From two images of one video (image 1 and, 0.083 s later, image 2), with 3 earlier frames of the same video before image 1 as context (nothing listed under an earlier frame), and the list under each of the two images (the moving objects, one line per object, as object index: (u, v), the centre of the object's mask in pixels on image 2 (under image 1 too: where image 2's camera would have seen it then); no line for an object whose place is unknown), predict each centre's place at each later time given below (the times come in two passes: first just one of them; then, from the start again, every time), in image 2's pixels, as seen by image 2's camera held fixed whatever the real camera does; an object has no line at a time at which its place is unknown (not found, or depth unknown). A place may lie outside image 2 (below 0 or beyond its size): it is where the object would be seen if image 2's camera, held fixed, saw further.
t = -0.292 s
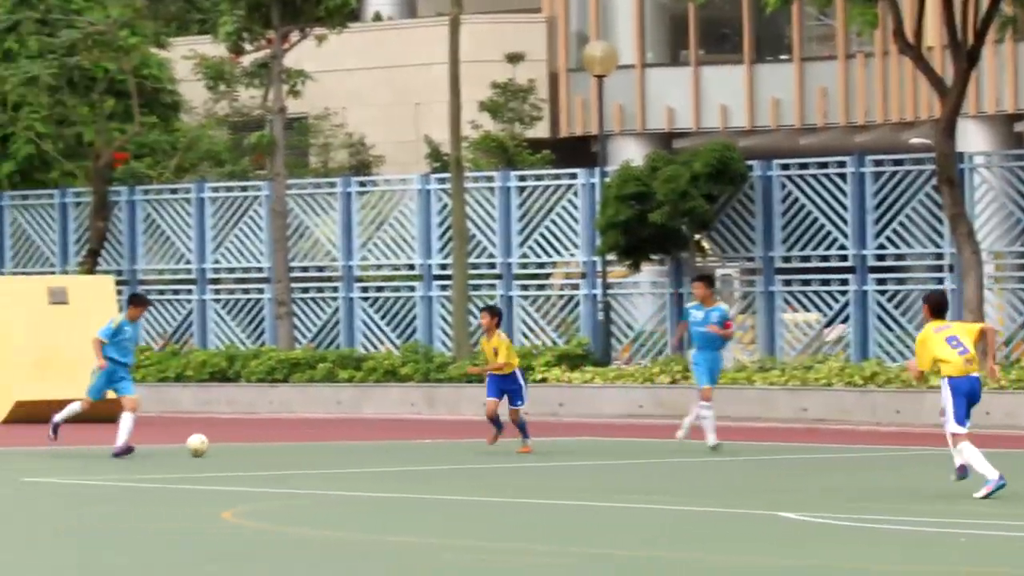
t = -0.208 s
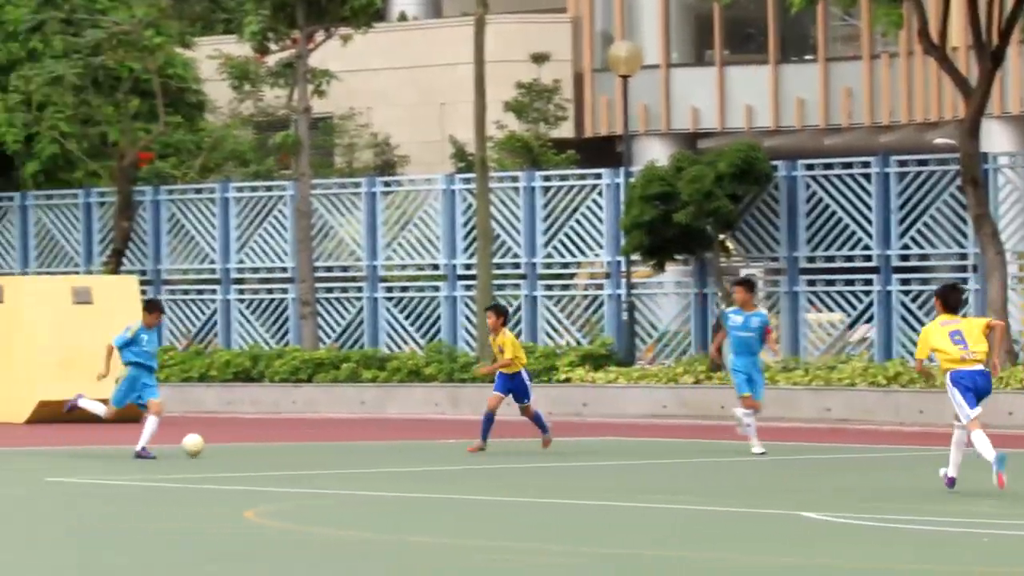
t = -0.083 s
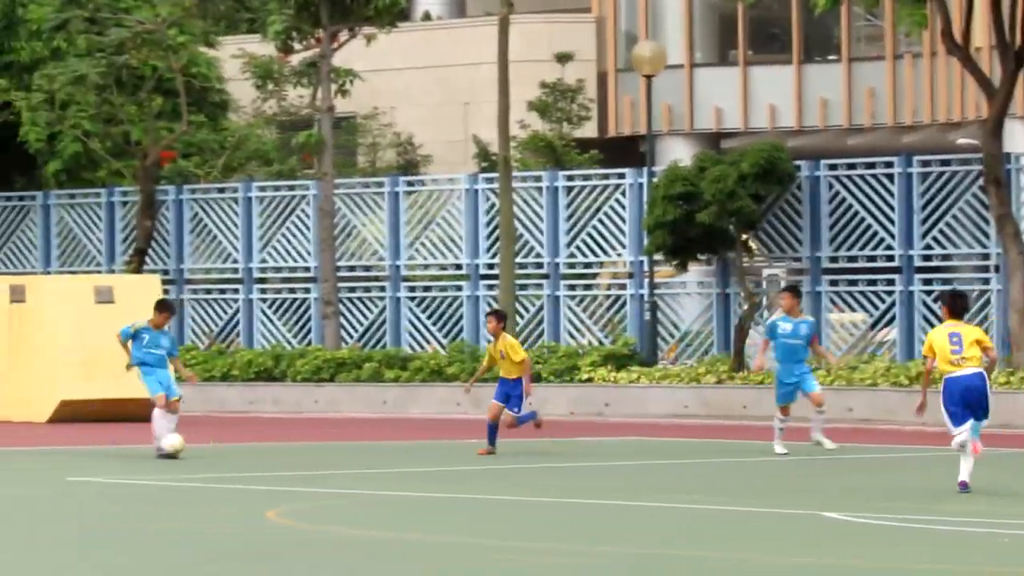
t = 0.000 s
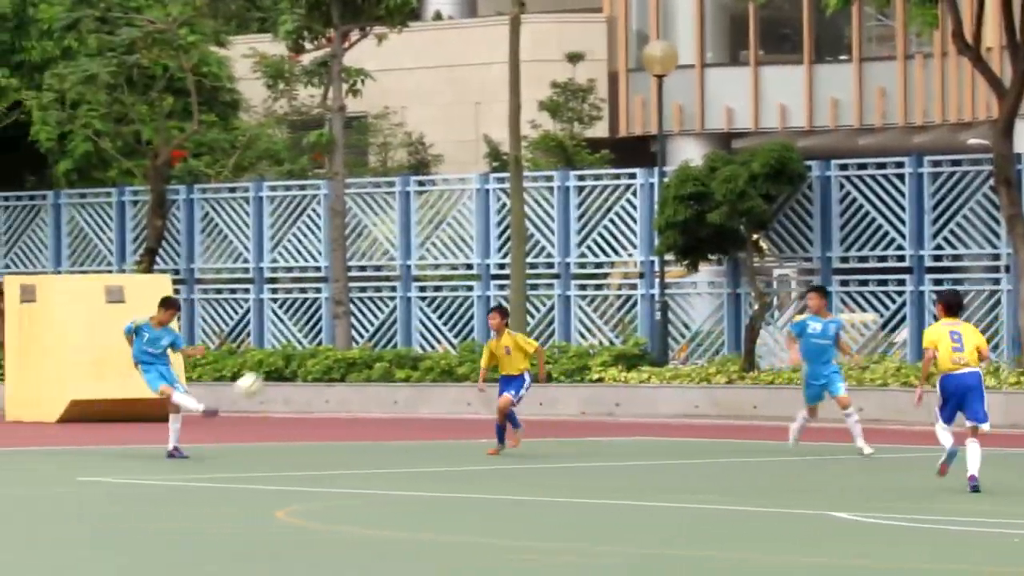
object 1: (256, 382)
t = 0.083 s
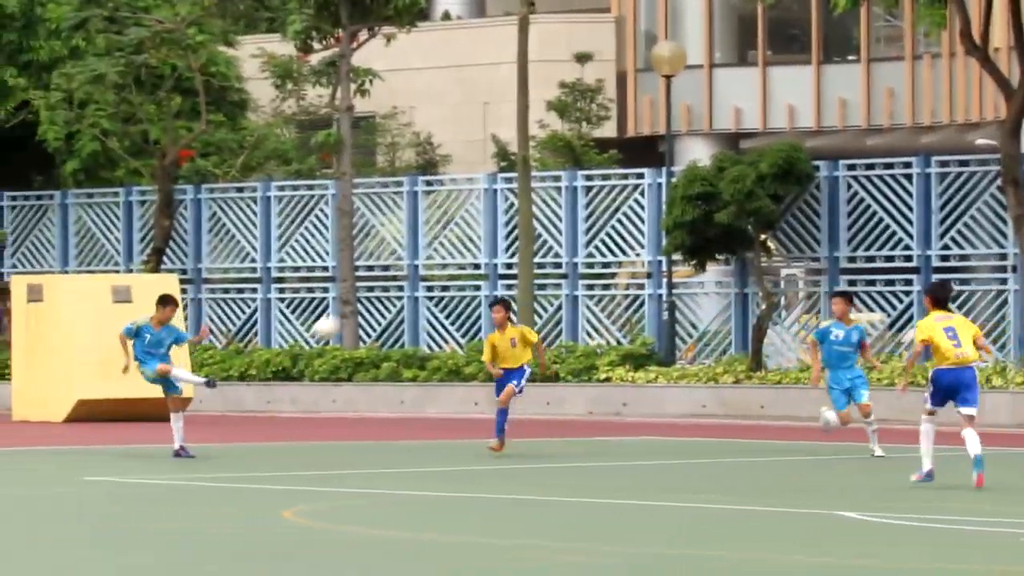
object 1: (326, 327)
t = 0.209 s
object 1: (431, 252)
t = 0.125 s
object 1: (360, 302)
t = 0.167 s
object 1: (397, 276)
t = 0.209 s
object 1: (431, 252)
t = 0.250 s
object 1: (468, 230)
